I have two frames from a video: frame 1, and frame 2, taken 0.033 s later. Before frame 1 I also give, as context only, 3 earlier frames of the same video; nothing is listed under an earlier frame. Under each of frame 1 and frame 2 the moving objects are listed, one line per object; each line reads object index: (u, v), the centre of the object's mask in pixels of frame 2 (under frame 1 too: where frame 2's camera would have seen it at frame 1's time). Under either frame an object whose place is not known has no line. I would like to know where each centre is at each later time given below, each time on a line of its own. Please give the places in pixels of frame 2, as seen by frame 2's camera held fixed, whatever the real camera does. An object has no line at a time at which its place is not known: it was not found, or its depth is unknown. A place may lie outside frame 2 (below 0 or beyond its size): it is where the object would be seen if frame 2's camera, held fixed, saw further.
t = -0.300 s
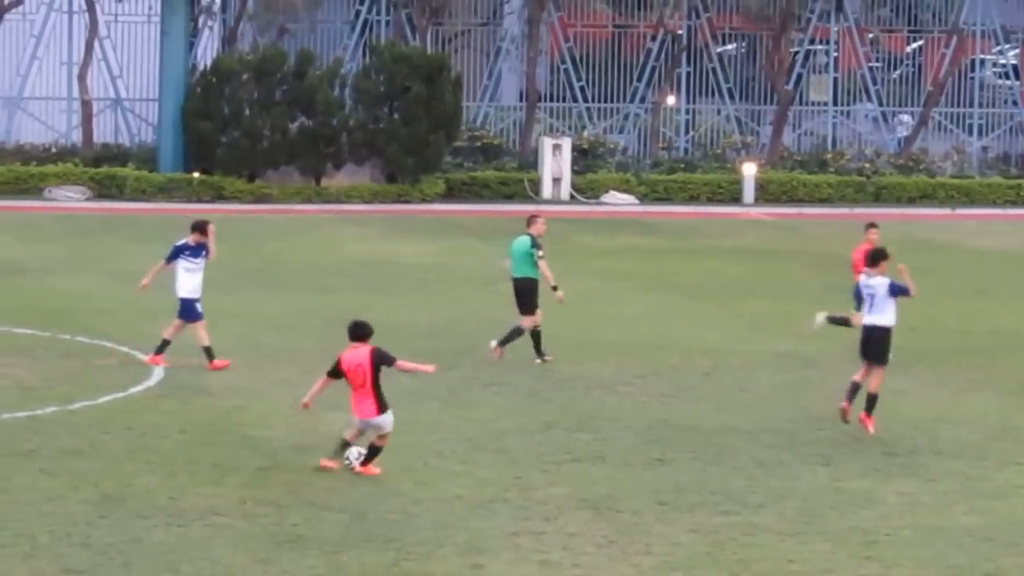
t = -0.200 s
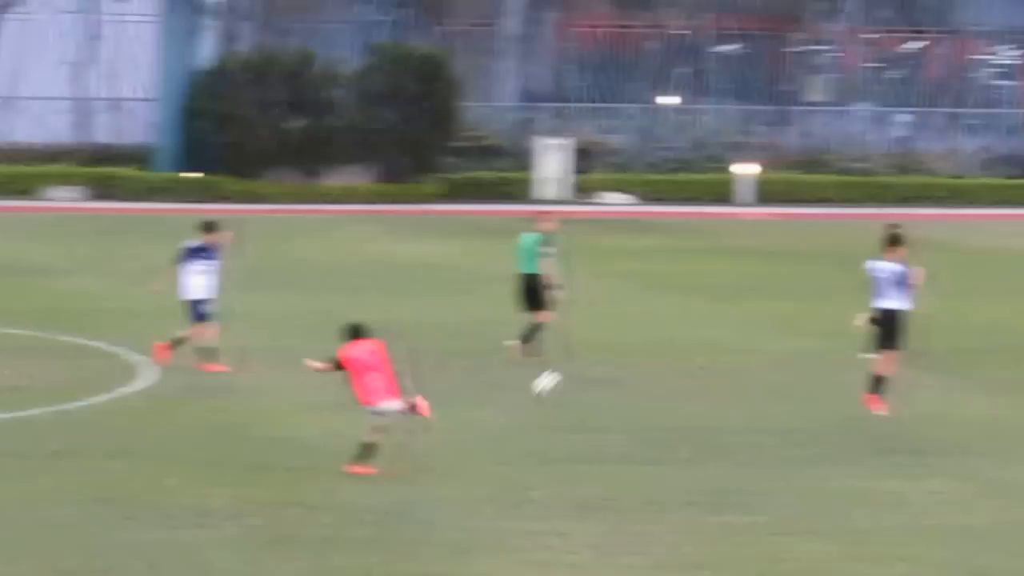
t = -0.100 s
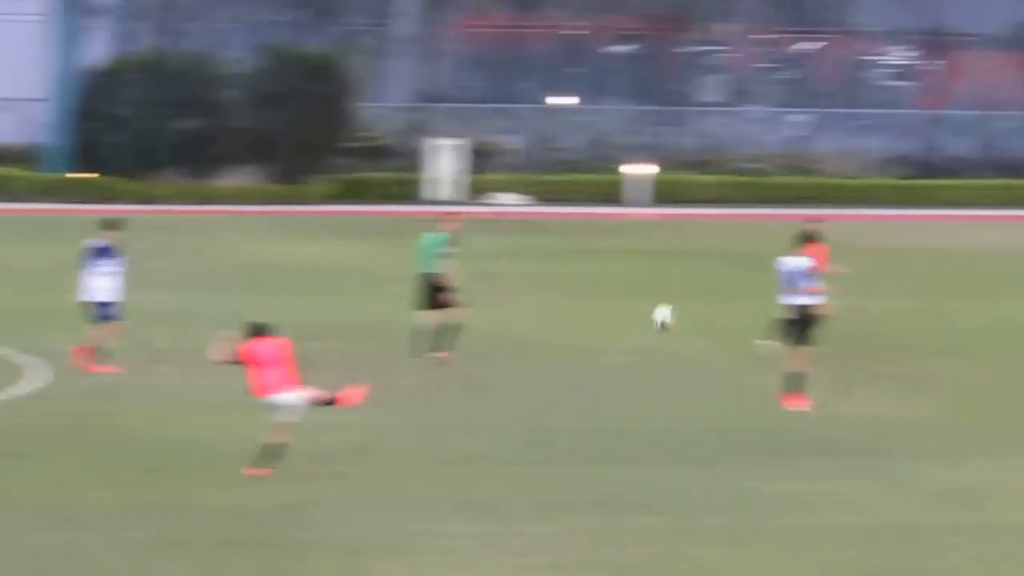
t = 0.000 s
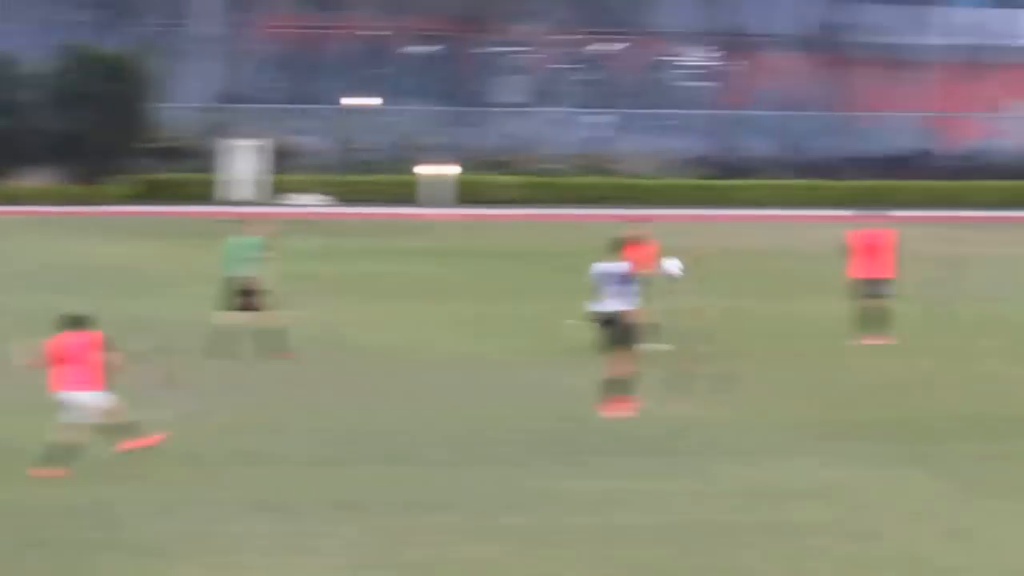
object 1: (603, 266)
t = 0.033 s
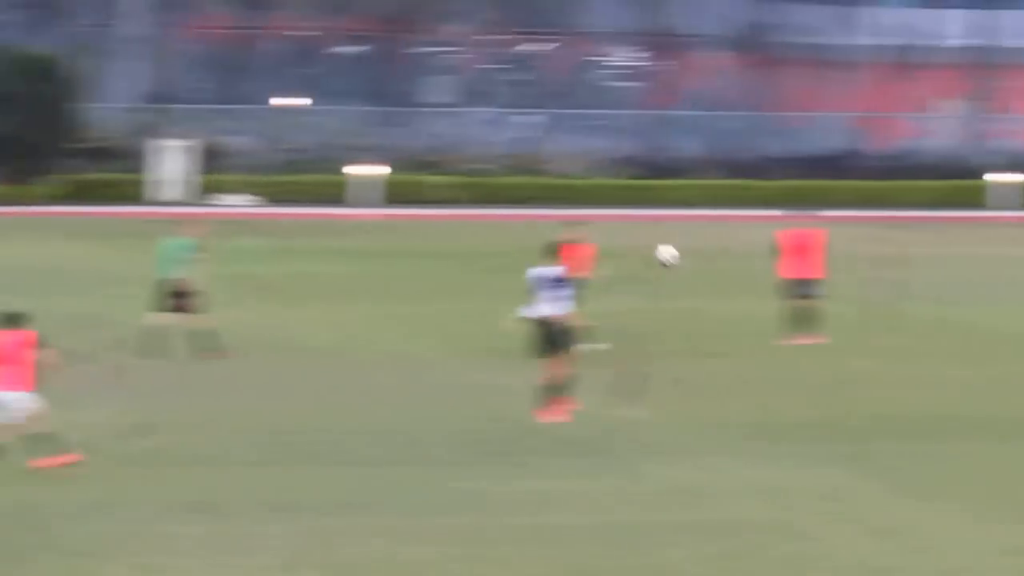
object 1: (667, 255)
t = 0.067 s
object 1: (730, 244)
